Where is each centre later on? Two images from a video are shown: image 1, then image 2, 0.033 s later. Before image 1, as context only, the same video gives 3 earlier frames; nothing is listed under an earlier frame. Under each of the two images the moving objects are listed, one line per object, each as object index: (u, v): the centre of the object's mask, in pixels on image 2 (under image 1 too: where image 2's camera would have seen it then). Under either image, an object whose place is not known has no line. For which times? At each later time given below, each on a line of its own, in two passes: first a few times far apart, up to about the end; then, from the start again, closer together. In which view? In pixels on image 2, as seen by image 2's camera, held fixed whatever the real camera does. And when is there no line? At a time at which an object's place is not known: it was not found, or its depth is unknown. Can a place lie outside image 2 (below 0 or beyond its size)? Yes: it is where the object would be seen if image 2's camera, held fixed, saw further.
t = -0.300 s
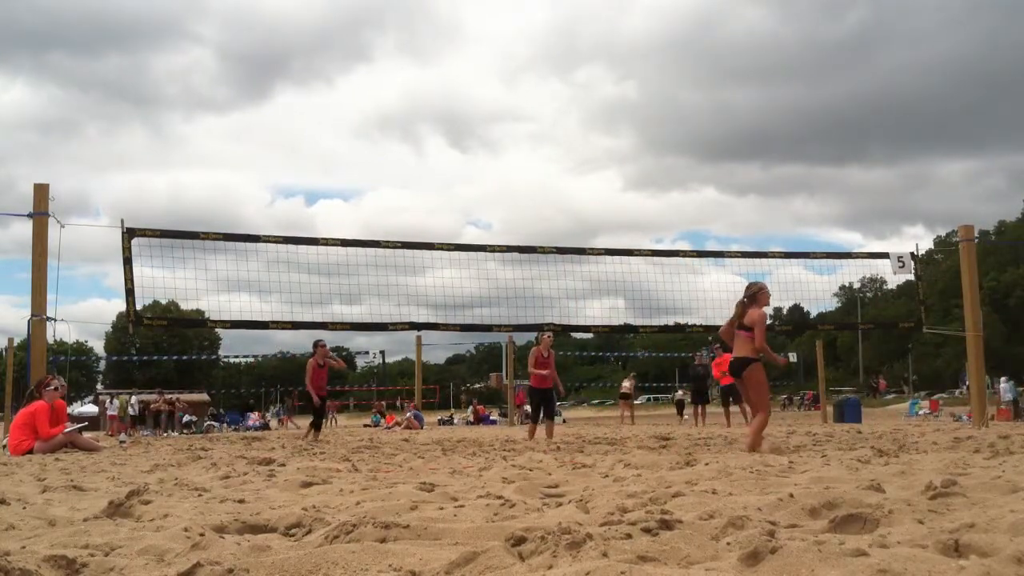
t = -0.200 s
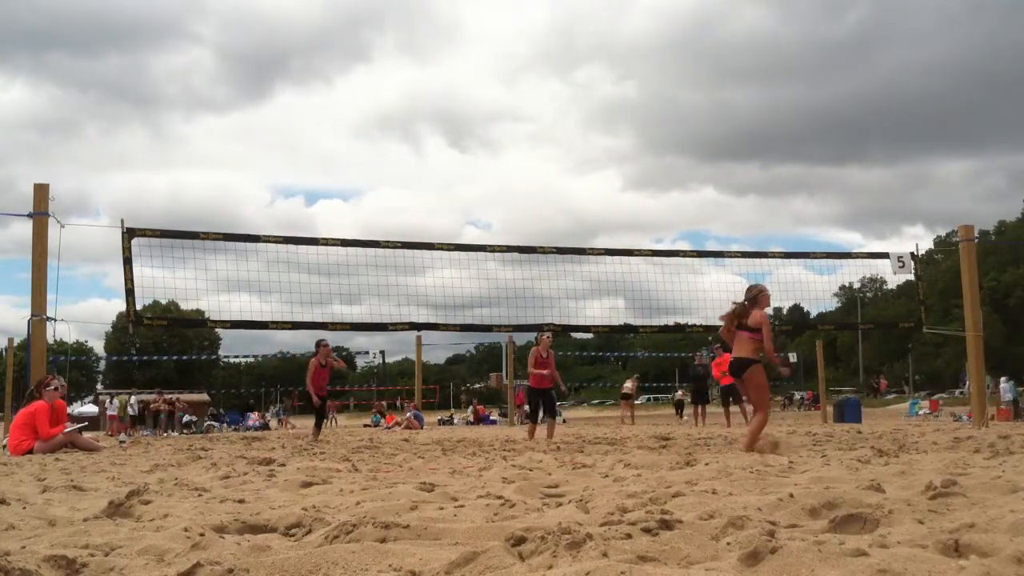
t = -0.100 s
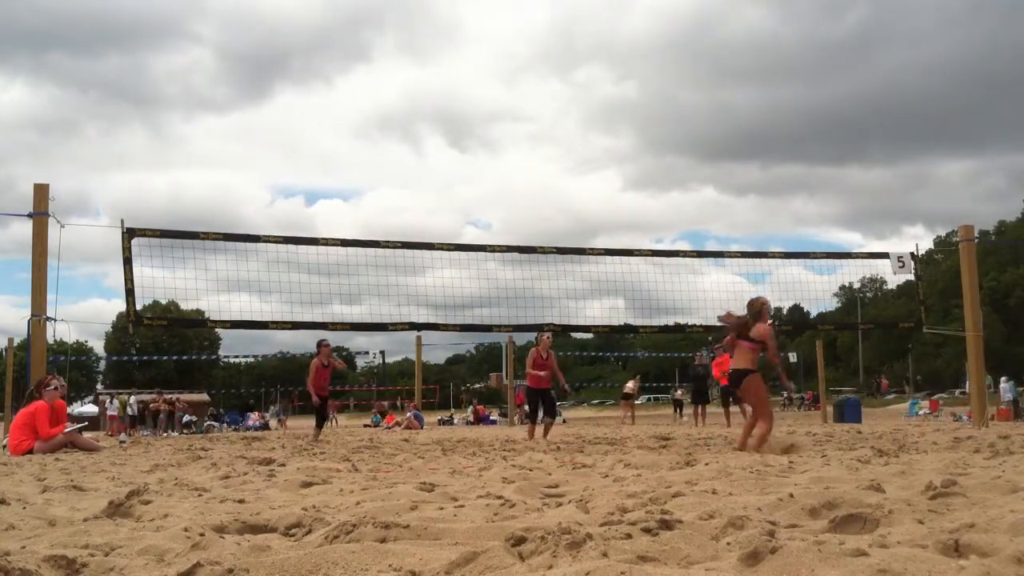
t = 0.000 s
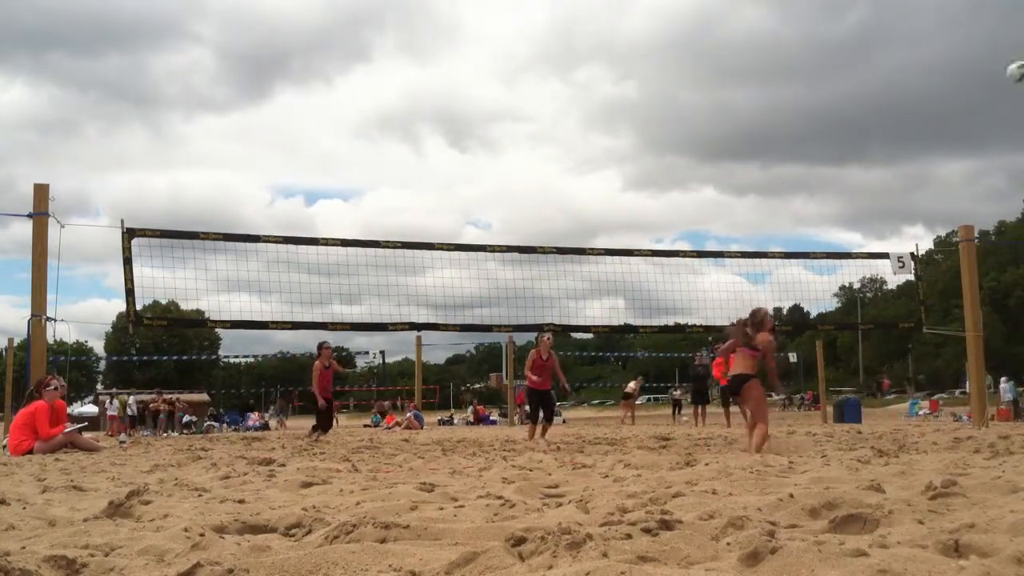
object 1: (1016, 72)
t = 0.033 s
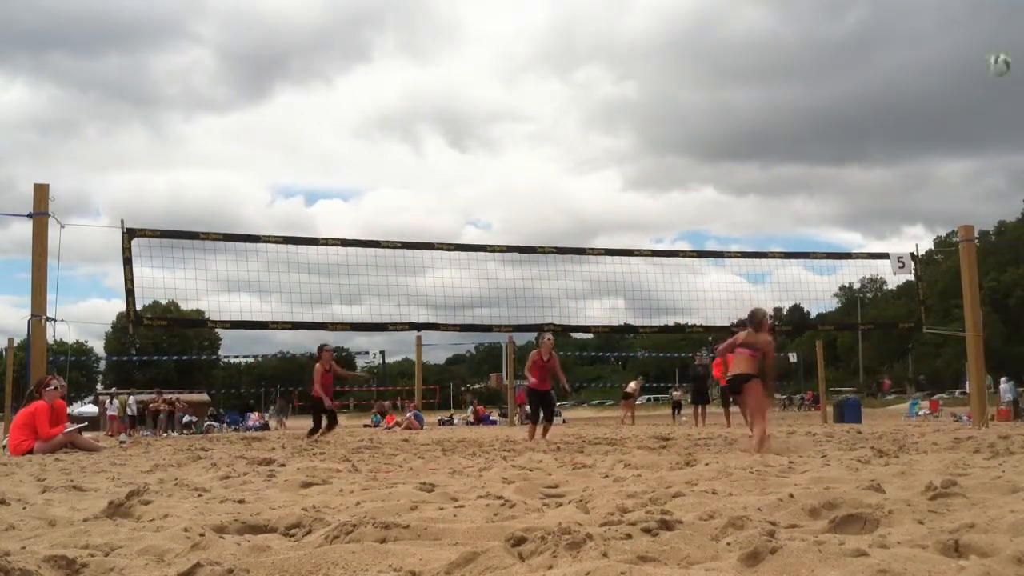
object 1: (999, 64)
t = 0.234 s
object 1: (893, 49)
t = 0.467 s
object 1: (783, 77)
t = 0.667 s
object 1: (701, 141)
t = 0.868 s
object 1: (626, 237)
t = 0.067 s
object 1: (980, 59)
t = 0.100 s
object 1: (963, 56)
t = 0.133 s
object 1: (945, 51)
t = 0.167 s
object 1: (927, 50)
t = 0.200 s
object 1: (910, 49)
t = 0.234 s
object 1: (893, 49)
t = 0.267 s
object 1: (876, 49)
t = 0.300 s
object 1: (861, 52)
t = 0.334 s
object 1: (845, 54)
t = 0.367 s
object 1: (829, 59)
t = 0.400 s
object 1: (814, 64)
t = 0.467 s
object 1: (783, 77)
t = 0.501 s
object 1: (770, 86)
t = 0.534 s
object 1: (755, 95)
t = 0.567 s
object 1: (742, 106)
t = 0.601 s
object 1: (728, 116)
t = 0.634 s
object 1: (712, 128)
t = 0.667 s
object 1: (701, 141)
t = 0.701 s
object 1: (688, 154)
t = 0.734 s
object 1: (675, 169)
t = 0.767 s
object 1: (663, 184)
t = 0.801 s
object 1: (650, 200)
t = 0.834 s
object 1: (637, 218)
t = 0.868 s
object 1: (626, 237)
